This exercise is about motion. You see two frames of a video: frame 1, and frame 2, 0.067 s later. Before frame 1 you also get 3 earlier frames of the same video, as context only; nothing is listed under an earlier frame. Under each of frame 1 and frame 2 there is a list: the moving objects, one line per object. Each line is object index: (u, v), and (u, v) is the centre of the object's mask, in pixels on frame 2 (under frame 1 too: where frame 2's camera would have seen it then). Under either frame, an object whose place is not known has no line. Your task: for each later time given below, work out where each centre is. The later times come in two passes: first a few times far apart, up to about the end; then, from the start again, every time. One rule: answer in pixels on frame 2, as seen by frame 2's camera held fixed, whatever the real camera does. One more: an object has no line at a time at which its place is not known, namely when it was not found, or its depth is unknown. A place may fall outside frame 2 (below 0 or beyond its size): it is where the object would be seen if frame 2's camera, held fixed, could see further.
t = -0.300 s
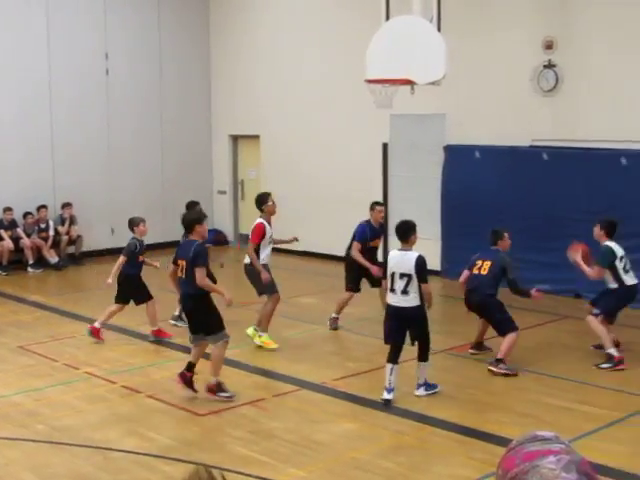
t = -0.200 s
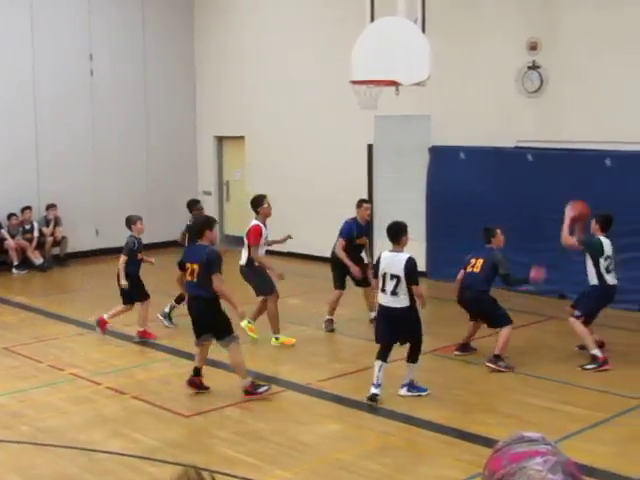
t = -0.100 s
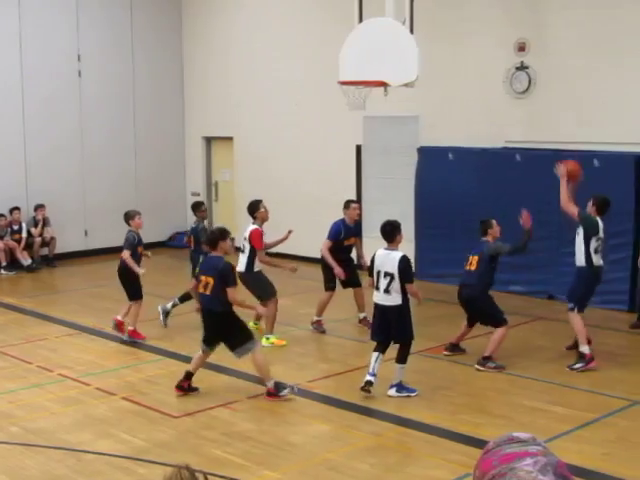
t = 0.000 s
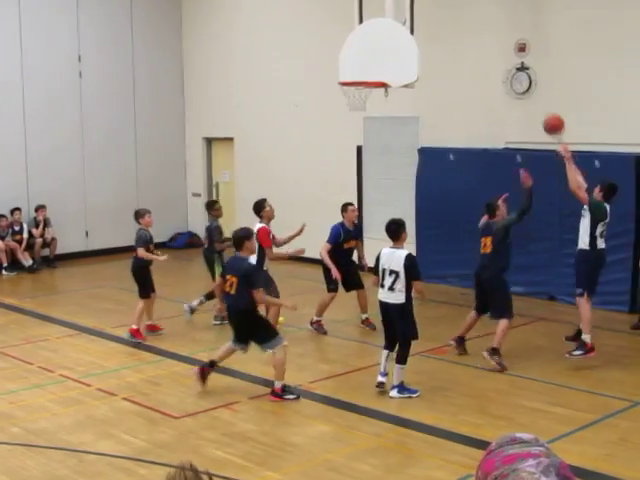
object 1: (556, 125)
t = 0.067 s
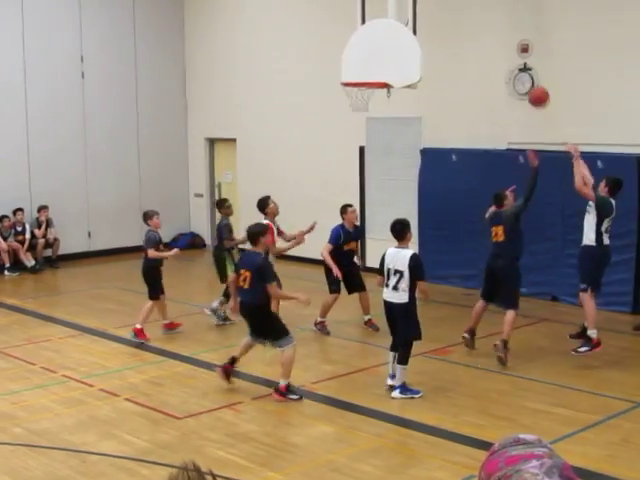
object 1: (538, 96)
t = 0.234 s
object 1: (495, 44)
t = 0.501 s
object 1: (432, 16)
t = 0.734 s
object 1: (382, 39)
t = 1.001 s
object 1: (362, 94)
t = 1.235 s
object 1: (364, 105)
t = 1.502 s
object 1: (347, 132)
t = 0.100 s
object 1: (530, 85)
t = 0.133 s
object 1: (521, 72)
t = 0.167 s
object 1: (512, 62)
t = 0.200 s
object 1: (503, 52)
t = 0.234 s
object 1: (495, 44)
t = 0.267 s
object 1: (487, 37)
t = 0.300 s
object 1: (479, 31)
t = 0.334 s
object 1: (471, 26)
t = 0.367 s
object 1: (463, 22)
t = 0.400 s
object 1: (455, 19)
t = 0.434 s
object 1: (448, 17)
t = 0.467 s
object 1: (440, 16)
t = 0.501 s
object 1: (432, 16)
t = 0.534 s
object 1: (425, 16)
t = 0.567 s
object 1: (418, 18)
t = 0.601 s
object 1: (410, 20)
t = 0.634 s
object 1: (403, 24)
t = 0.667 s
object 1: (396, 28)
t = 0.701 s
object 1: (389, 33)
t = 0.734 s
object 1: (382, 39)
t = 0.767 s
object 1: (375, 46)
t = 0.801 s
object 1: (369, 53)
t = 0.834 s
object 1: (362, 62)
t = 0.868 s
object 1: (356, 70)
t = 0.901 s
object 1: (350, 80)
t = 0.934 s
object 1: (354, 86)
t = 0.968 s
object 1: (358, 92)
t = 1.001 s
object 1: (362, 94)
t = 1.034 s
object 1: (364, 96)
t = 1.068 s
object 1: (365, 97)
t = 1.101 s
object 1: (366, 97)
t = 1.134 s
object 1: (367, 99)
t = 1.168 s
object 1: (366, 101)
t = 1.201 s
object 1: (366, 104)
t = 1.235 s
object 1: (364, 105)
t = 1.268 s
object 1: (361, 106)
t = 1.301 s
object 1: (359, 108)
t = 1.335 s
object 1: (357, 110)
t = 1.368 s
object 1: (355, 114)
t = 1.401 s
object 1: (353, 116)
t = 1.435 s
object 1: (351, 121)
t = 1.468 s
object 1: (349, 126)
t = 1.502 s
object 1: (347, 132)
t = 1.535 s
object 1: (345, 139)
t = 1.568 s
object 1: (343, 147)
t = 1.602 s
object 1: (341, 156)
